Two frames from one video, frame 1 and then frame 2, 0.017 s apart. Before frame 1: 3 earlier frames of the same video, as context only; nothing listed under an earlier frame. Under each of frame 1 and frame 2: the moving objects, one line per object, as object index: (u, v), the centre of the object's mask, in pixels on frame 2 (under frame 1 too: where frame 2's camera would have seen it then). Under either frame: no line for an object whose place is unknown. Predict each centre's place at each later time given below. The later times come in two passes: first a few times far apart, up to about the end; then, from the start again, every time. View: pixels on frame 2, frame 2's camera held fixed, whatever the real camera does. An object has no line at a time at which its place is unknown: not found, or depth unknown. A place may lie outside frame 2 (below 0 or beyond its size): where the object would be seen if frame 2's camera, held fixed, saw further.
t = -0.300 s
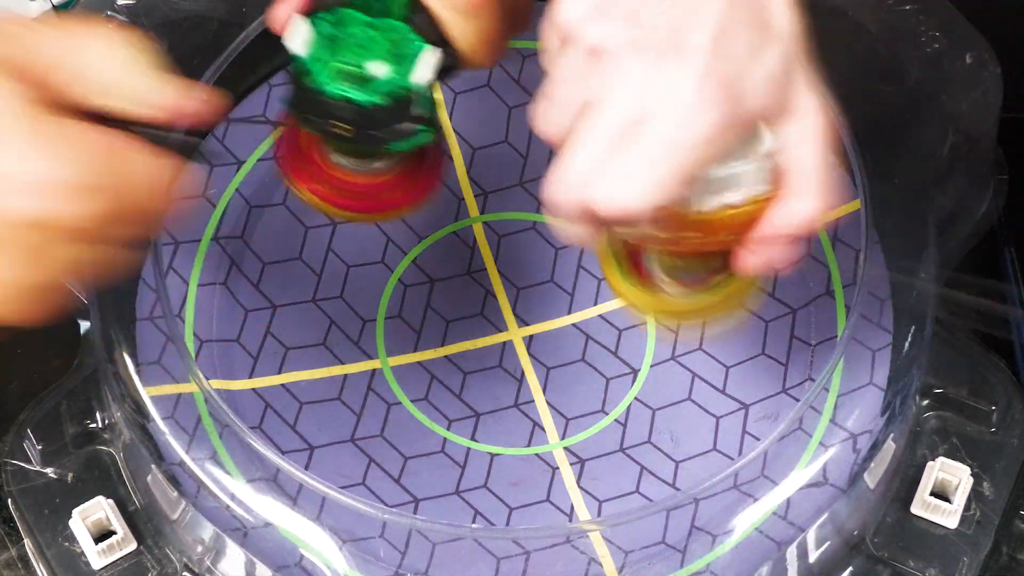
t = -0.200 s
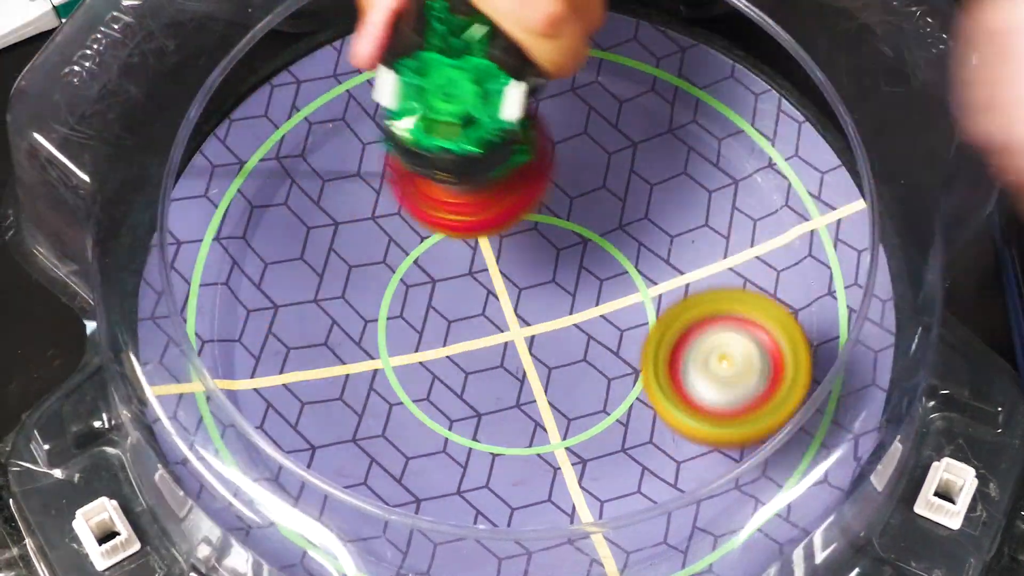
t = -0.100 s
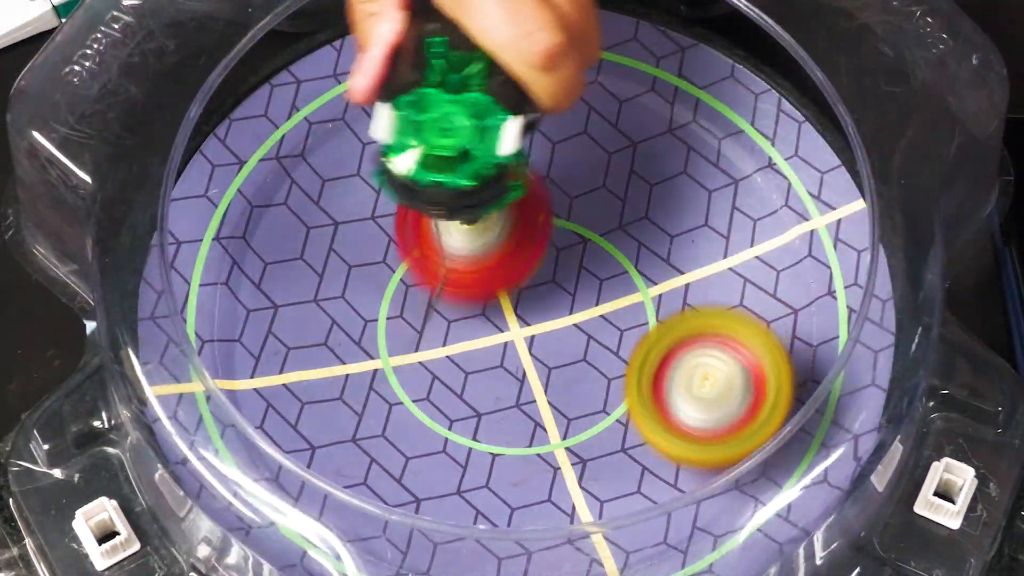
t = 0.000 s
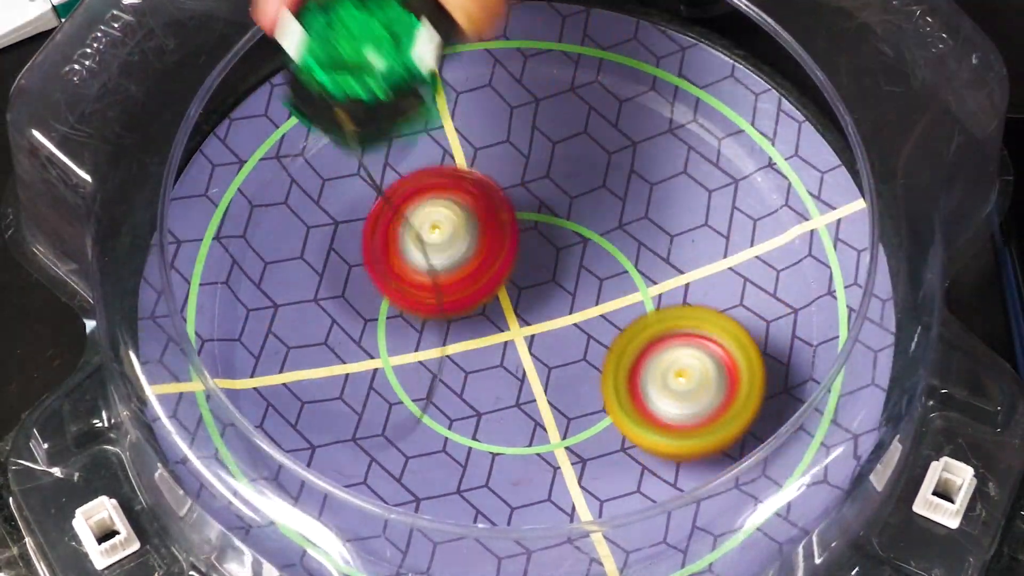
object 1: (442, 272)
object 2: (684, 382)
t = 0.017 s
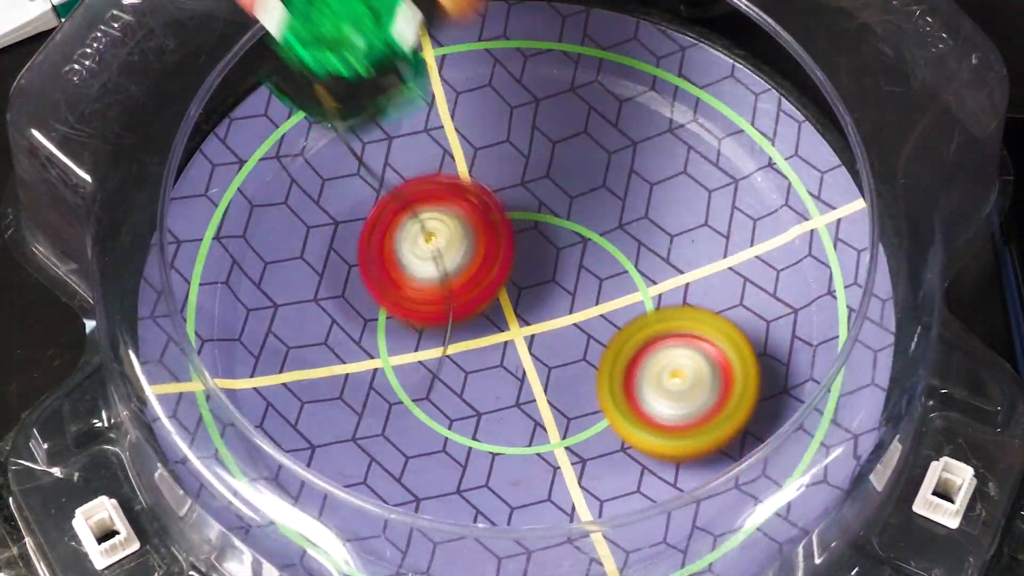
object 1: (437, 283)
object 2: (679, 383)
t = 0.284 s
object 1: (506, 411)
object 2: (649, 293)
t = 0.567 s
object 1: (638, 431)
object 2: (557, 248)
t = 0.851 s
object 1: (630, 343)
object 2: (488, 419)
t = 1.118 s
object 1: (579, 344)
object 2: (715, 397)
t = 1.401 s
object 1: (552, 418)
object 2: (561, 157)
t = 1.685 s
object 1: (601, 417)
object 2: (242, 364)
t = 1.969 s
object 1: (563, 369)
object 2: (629, 551)
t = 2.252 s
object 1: (468, 393)
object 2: (754, 226)
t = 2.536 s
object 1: (486, 437)
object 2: (287, 106)
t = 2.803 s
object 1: (515, 380)
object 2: (354, 401)
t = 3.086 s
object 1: (550, 249)
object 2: (664, 432)
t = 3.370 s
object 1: (449, 254)
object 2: (601, 136)
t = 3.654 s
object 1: (416, 316)
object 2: (297, 182)
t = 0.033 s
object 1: (436, 295)
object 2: (674, 381)
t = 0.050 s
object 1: (435, 302)
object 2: (671, 374)
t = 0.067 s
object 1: (435, 304)
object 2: (667, 369)
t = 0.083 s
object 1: (439, 309)
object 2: (664, 363)
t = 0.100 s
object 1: (437, 316)
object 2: (660, 358)
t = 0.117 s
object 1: (440, 329)
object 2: (657, 352)
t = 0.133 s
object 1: (446, 337)
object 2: (655, 346)
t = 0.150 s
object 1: (449, 344)
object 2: (652, 339)
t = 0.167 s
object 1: (453, 355)
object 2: (650, 333)
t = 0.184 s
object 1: (461, 363)
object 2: (648, 327)
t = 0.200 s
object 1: (468, 372)
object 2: (646, 321)
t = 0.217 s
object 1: (480, 380)
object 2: (644, 315)
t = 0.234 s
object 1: (488, 390)
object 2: (644, 310)
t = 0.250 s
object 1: (495, 395)
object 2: (643, 304)
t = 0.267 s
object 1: (503, 406)
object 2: (646, 299)
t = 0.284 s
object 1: (506, 411)
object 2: (649, 293)
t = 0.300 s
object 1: (512, 418)
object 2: (652, 287)
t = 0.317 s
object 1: (520, 425)
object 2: (653, 282)
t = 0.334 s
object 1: (531, 429)
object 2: (652, 277)
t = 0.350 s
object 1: (539, 435)
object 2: (651, 273)
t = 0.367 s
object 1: (547, 439)
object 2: (648, 269)
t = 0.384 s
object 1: (558, 440)
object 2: (645, 266)
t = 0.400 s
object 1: (569, 441)
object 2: (640, 263)
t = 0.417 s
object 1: (578, 442)
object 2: (633, 260)
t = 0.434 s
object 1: (590, 440)
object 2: (626, 258)
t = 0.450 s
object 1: (600, 441)
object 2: (618, 257)
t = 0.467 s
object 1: (604, 442)
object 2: (611, 254)
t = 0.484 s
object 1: (613, 443)
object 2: (603, 250)
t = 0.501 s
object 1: (622, 443)
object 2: (595, 247)
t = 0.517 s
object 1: (624, 441)
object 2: (586, 245)
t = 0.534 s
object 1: (628, 439)
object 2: (576, 245)
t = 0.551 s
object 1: (636, 436)
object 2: (567, 246)
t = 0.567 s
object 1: (638, 431)
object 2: (557, 248)
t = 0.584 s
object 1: (644, 424)
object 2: (547, 252)
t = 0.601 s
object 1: (646, 420)
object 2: (537, 256)
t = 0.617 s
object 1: (645, 413)
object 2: (527, 262)
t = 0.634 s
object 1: (651, 406)
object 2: (517, 269)
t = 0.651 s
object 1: (651, 398)
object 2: (508, 277)
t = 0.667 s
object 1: (650, 393)
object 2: (499, 285)
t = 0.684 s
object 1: (650, 388)
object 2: (492, 294)
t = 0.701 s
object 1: (649, 381)
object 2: (485, 305)
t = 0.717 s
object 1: (648, 375)
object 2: (479, 317)
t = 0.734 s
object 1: (647, 371)
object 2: (475, 330)
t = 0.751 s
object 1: (643, 366)
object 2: (472, 342)
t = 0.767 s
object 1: (641, 360)
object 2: (470, 355)
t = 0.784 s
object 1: (641, 357)
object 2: (470, 369)
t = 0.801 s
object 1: (639, 352)
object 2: (472, 382)
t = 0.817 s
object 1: (634, 350)
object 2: (476, 395)
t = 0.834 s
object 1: (634, 344)
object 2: (481, 407)
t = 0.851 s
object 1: (630, 343)
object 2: (488, 419)
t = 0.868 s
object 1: (627, 340)
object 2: (497, 429)
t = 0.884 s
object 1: (625, 338)
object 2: (506, 438)
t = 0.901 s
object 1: (625, 335)
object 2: (518, 446)
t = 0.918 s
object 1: (623, 333)
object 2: (530, 452)
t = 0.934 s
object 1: (620, 330)
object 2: (545, 456)
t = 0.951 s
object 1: (615, 332)
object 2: (559, 458)
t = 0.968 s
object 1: (612, 330)
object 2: (574, 459)
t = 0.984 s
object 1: (608, 332)
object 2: (590, 458)
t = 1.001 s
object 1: (604, 331)
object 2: (607, 456)
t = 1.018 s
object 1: (604, 329)
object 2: (623, 452)
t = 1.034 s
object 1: (595, 333)
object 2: (641, 446)
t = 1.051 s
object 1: (597, 334)
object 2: (656, 439)
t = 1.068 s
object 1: (586, 339)
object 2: (673, 431)
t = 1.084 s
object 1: (587, 339)
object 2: (687, 421)
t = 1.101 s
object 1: (581, 341)
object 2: (703, 410)
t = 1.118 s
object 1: (579, 344)
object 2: (715, 397)
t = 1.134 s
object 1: (574, 346)
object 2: (727, 382)
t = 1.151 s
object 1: (569, 351)
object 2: (736, 367)
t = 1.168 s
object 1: (570, 353)
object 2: (743, 350)
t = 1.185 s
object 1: (562, 360)
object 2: (746, 332)
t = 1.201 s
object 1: (560, 364)
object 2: (745, 315)
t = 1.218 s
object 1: (554, 368)
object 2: (744, 295)
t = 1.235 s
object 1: (553, 373)
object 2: (738, 278)
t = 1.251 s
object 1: (555, 378)
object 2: (731, 259)
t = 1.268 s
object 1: (551, 383)
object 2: (719, 243)
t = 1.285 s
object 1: (551, 389)
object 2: (706, 227)
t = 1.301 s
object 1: (548, 392)
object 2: (690, 211)
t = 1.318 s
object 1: (546, 399)
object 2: (673, 198)
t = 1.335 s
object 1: (546, 403)
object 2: (653, 187)
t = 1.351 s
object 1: (544, 408)
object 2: (631, 177)
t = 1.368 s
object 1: (548, 410)
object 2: (609, 169)
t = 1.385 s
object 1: (550, 415)
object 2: (585, 162)
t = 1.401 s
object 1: (552, 418)
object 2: (561, 157)
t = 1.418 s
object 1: (551, 423)
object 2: (537, 154)
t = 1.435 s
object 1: (553, 425)
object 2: (512, 154)
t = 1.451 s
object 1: (557, 426)
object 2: (486, 154)
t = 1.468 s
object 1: (555, 431)
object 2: (461, 157)
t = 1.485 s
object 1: (559, 431)
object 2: (435, 162)
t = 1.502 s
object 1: (561, 434)
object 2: (411, 169)
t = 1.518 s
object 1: (565, 433)
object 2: (386, 178)
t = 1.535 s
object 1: (568, 434)
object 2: (363, 189)
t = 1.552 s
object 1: (573, 434)
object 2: (340, 202)
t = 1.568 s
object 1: (576, 434)
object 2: (320, 216)
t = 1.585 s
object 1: (580, 433)
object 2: (301, 233)
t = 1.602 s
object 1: (584, 430)
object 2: (284, 252)
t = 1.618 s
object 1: (591, 428)
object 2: (269, 272)
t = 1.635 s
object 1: (593, 426)
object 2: (257, 293)
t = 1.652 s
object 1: (596, 424)
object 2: (252, 315)
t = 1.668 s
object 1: (600, 422)
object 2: (254, 336)
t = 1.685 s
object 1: (601, 417)
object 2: (242, 364)
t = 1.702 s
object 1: (604, 414)
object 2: (248, 386)
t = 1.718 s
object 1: (608, 409)
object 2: (258, 410)
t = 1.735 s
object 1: (608, 407)
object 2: (281, 430)
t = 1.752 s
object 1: (607, 403)
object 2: (300, 447)
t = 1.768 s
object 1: (609, 398)
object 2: (322, 468)
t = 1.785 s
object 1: (608, 394)
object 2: (348, 492)
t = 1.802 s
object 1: (607, 393)
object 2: (359, 516)
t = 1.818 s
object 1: (604, 389)
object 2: (392, 523)
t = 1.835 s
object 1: (603, 387)
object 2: (412, 533)
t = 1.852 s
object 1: (600, 383)
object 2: (432, 540)
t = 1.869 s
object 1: (597, 381)
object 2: (455, 545)
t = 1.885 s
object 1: (592, 379)
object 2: (484, 548)
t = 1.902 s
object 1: (586, 377)
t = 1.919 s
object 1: (581, 375)
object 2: (545, 556)
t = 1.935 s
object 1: (575, 373)
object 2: (575, 555)
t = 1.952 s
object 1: (570, 370)
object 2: (600, 554)
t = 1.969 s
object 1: (563, 369)
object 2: (629, 551)
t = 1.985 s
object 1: (558, 367)
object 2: (655, 547)
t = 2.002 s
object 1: (550, 366)
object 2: (681, 543)
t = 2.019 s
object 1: (545, 368)
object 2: (704, 537)
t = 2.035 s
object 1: (537, 365)
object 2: (716, 520)
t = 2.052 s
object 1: (530, 367)
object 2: (733, 508)
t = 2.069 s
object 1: (524, 368)
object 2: (750, 489)
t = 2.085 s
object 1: (516, 369)
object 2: (762, 469)
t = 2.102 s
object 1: (512, 370)
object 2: (772, 449)
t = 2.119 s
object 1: (505, 372)
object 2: (781, 425)
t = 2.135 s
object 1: (501, 374)
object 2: (783, 400)
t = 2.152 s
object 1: (495, 376)
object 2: (788, 377)
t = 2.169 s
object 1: (490, 378)
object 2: (790, 351)
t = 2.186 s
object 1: (486, 380)
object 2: (788, 326)
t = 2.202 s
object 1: (481, 384)
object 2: (785, 302)
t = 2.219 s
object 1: (477, 387)
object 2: (778, 276)
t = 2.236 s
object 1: (472, 391)
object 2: (769, 250)
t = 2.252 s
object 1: (468, 393)
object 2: (754, 226)
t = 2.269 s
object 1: (464, 396)
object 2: (737, 202)
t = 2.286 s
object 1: (463, 400)
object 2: (720, 181)
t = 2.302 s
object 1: (461, 405)
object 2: (700, 162)
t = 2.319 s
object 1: (458, 409)
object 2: (677, 144)
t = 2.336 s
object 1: (458, 412)
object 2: (651, 126)
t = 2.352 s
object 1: (455, 416)
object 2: (625, 112)
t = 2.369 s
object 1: (453, 419)
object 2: (597, 98)
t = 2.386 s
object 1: (454, 422)
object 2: (568, 87)
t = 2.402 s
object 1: (456, 425)
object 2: (538, 79)
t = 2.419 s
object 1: (461, 429)
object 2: (508, 71)
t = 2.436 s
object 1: (460, 431)
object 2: (475, 66)
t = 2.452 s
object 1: (464, 433)
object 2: (441, 63)
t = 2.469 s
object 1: (468, 435)
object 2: (408, 63)
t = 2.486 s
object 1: (474, 436)
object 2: (377, 69)
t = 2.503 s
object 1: (477, 438)
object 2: (345, 79)
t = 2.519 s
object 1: (480, 438)
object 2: (314, 91)
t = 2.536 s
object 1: (486, 437)
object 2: (287, 106)
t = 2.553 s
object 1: (492, 437)
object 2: (262, 124)
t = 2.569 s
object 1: (495, 435)
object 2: (244, 144)
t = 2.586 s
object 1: (503, 434)
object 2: (212, 162)
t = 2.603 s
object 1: (506, 431)
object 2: (192, 180)
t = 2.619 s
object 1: (511, 429)
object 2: (174, 202)
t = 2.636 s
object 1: (514, 425)
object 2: (161, 224)
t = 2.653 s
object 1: (518, 423)
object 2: (167, 240)
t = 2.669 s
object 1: (522, 418)
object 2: (185, 256)
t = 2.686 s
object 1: (523, 415)
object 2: (201, 272)
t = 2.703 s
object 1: (522, 411)
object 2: (218, 289)
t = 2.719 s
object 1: (522, 407)
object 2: (240, 309)
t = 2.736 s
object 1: (522, 401)
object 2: (260, 328)
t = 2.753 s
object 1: (520, 397)
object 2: (280, 348)
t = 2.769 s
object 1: (519, 392)
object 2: (300, 366)
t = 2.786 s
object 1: (517, 386)
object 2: (327, 385)
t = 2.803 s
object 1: (515, 380)
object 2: (354, 401)
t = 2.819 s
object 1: (514, 375)
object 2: (378, 415)
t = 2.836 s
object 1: (518, 368)
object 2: (395, 431)
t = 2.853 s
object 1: (527, 355)
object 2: (406, 444)
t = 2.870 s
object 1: (536, 342)
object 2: (420, 456)
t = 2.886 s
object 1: (544, 328)
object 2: (434, 464)
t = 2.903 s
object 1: (552, 319)
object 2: (449, 487)
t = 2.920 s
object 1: (555, 307)
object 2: (465, 495)
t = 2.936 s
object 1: (561, 297)
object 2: (483, 499)
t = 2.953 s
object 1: (563, 288)
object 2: (504, 501)
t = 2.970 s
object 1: (564, 280)
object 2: (526, 501)
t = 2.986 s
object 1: (563, 272)
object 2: (547, 500)
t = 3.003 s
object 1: (565, 268)
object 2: (568, 495)
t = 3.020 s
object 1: (564, 263)
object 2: (590, 488)
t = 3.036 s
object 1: (560, 258)
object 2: (606, 466)
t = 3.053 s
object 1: (556, 254)
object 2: (628, 456)
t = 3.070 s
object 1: (554, 252)
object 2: (647, 444)
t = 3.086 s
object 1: (550, 249)
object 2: (664, 432)
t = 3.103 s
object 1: (545, 248)
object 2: (681, 418)
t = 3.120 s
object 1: (539, 247)
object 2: (695, 400)
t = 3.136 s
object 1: (530, 246)
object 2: (705, 381)
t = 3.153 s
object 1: (525, 246)
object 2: (712, 361)
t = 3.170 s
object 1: (520, 245)
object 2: (717, 342)
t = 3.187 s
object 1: (514, 244)
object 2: (720, 321)
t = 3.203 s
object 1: (510, 244)
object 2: (719, 301)
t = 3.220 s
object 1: (502, 245)
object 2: (717, 279)
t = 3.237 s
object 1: (497, 246)
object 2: (712, 259)
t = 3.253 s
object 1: (489, 246)
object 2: (706, 240)
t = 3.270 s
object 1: (484, 247)
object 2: (695, 221)
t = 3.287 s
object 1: (478, 247)
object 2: (685, 204)
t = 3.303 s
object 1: (472, 248)
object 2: (672, 189)
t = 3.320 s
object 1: (468, 250)
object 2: (656, 173)
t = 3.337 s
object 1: (462, 251)
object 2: (639, 159)
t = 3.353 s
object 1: (455, 252)
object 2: (621, 147)
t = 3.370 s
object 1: (449, 254)
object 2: (601, 136)
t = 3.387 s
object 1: (446, 256)
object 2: (580, 127)
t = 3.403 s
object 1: (439, 259)
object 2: (557, 120)
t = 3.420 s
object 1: (439, 263)
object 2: (534, 115)
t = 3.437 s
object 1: (436, 265)
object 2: (513, 112)
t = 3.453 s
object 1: (432, 269)
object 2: (489, 111)
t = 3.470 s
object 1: (431, 271)
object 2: (467, 110)
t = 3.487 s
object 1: (425, 277)
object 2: (448, 109)
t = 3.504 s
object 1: (421, 282)
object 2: (429, 106)
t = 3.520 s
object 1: (421, 287)
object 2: (411, 106)
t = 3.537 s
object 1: (420, 291)
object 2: (394, 109)
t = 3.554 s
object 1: (416, 296)
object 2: (376, 113)
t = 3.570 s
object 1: (414, 298)
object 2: (359, 120)
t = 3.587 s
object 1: (414, 303)
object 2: (344, 128)
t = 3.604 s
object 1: (413, 307)
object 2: (329, 138)
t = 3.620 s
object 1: (414, 311)
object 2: (317, 151)
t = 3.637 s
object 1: (414, 313)
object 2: (306, 165)
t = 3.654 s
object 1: (416, 316)
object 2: (297, 182)
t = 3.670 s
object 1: (418, 316)
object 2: (290, 199)
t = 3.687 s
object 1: (419, 317)
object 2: (284, 216)
